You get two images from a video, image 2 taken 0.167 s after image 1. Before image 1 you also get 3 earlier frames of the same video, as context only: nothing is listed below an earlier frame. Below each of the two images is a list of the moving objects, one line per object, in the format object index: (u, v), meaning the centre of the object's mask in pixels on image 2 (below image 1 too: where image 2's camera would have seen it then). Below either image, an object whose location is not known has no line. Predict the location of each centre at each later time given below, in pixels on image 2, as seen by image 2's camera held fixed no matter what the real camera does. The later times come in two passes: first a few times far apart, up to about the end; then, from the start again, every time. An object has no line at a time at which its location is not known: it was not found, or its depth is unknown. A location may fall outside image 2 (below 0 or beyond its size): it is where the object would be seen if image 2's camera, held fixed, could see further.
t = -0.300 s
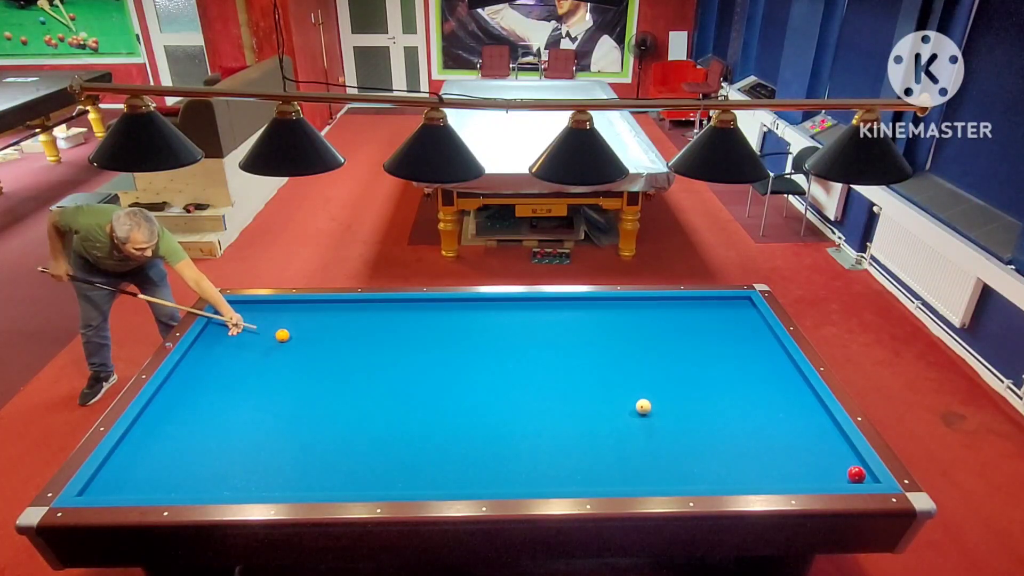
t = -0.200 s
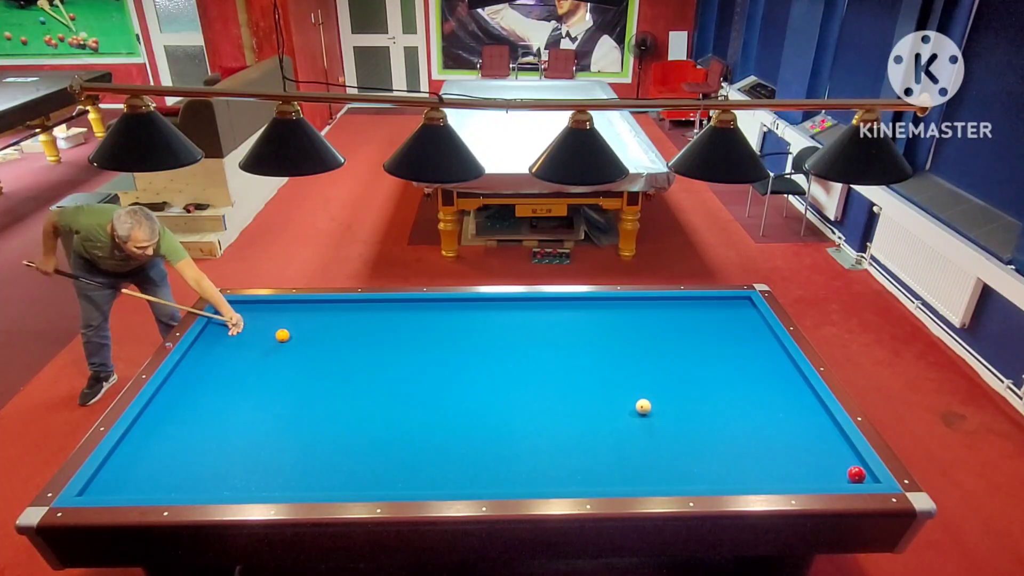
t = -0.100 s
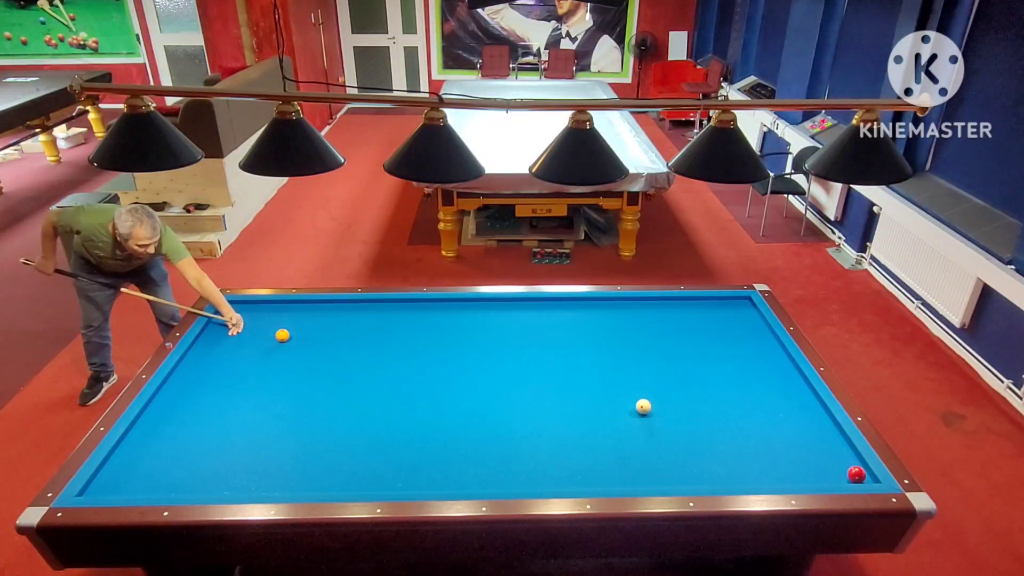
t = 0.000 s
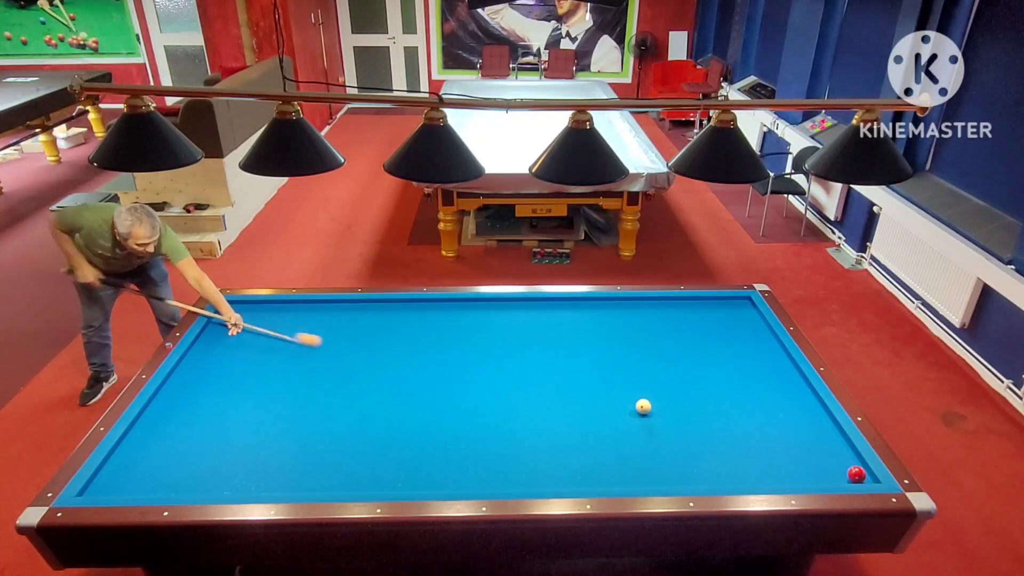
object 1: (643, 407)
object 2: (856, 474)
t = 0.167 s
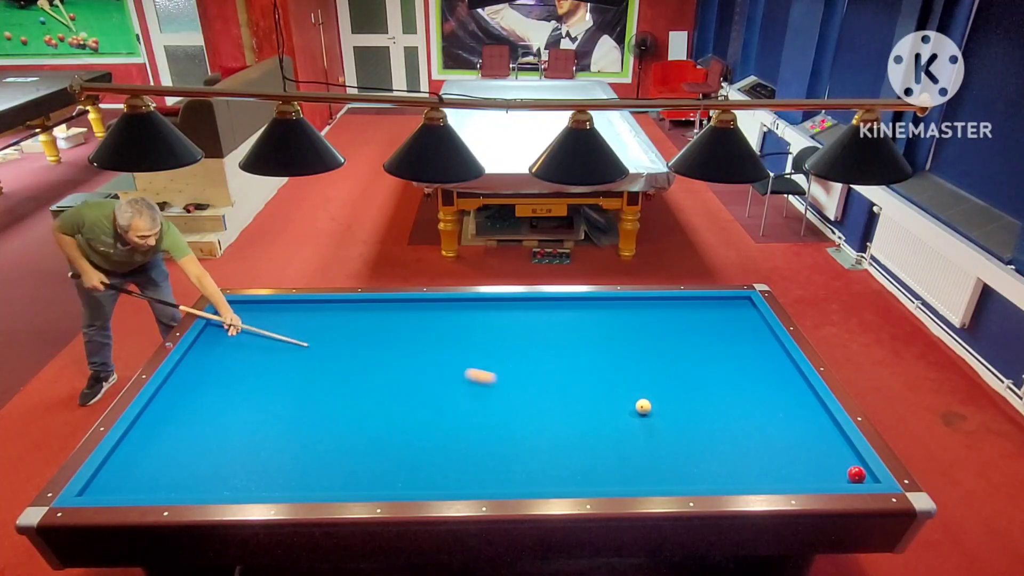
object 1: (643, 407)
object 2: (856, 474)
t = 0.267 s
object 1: (643, 407)
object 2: (856, 474)
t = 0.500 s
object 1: (802, 384)
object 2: (856, 474)
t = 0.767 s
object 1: (643, 373)
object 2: (856, 474)
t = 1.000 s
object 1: (532, 364)
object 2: (856, 474)
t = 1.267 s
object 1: (416, 355)
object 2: (856, 474)
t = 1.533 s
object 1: (305, 347)
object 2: (856, 474)
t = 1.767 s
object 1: (212, 340)
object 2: (856, 474)
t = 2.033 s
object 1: (270, 337)
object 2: (856, 474)
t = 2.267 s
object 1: (324, 334)
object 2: (856, 474)
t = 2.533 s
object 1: (383, 331)
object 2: (856, 474)
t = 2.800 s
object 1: (440, 329)
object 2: (856, 474)
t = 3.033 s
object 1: (489, 328)
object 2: (856, 474)
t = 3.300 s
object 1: (544, 326)
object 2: (856, 474)
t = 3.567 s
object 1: (597, 324)
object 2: (860, 474)
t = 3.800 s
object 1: (643, 322)
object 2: (859, 466)
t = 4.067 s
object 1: (693, 320)
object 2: (854, 459)
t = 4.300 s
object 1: (736, 318)
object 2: (849, 454)
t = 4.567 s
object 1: (742, 317)
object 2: (844, 449)
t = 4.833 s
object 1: (714, 317)
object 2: (839, 444)
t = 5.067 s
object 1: (691, 317)
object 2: (836, 440)
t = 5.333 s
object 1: (665, 317)
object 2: (832, 437)
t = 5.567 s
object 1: (642, 317)
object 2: (830, 434)
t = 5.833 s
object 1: (616, 317)
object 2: (827, 432)
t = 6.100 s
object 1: (592, 316)
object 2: (826, 429)
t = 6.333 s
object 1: (570, 316)
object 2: (824, 428)
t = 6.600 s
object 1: (547, 316)
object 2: (823, 426)
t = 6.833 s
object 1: (527, 316)
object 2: (823, 425)
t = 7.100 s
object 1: (504, 316)
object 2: (822, 425)
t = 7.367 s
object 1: (481, 313)
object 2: (822, 425)
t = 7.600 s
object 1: (463, 316)
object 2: (822, 425)
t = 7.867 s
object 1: (442, 316)
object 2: (823, 425)
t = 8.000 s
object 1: (432, 316)
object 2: (822, 425)
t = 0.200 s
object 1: (643, 407)
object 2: (856, 474)
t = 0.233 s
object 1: (643, 407)
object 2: (856, 474)
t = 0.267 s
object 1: (643, 407)
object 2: (856, 474)
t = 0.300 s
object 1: (648, 405)
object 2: (856, 474)
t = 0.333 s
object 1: (676, 401)
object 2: (856, 474)
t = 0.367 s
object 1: (705, 398)
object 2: (856, 474)
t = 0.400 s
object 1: (733, 394)
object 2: (856, 474)
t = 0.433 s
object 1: (760, 390)
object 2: (856, 474)
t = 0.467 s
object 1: (787, 386)
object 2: (856, 474)
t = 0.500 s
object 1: (802, 384)
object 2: (856, 474)
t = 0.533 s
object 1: (780, 382)
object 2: (856, 474)
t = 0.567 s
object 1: (759, 381)
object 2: (856, 474)
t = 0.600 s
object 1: (738, 379)
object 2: (856, 474)
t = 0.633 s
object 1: (718, 377)
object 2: (856, 474)
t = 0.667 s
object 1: (698, 376)
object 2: (856, 474)
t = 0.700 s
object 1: (679, 375)
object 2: (856, 474)
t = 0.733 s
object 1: (661, 374)
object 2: (856, 474)
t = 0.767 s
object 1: (643, 373)
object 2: (856, 474)
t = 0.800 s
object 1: (626, 371)
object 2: (856, 474)
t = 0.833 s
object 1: (609, 370)
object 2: (856, 474)
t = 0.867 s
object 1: (593, 368)
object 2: (856, 474)
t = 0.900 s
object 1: (578, 367)
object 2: (856, 474)
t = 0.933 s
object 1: (563, 366)
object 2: (856, 474)
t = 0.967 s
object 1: (548, 365)
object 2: (856, 474)
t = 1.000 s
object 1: (532, 364)
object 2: (856, 474)
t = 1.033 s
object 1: (518, 363)
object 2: (856, 474)
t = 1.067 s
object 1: (503, 362)
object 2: (856, 474)
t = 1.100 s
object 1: (488, 360)
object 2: (856, 474)
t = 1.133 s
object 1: (474, 359)
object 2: (856, 474)
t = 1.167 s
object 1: (459, 358)
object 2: (856, 474)
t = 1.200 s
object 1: (445, 357)
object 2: (856, 474)
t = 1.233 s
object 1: (430, 356)
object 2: (856, 474)
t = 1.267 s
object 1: (416, 355)
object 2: (856, 474)
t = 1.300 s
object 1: (402, 354)
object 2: (856, 474)
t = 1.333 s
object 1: (388, 353)
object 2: (856, 474)
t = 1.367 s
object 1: (374, 352)
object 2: (856, 474)
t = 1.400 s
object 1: (359, 351)
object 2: (856, 474)
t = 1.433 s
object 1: (346, 350)
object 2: (856, 474)
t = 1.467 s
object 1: (332, 349)
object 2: (856, 474)
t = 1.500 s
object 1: (318, 348)
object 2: (856, 474)
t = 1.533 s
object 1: (305, 347)
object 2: (856, 474)
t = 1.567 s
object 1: (291, 345)
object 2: (856, 474)
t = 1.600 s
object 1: (278, 344)
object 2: (856, 474)
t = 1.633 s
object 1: (265, 343)
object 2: (856, 474)
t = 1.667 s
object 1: (252, 342)
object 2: (856, 474)
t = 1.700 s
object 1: (238, 341)
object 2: (856, 474)
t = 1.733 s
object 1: (225, 340)
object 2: (856, 474)
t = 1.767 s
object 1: (212, 340)
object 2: (856, 474)
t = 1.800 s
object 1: (201, 338)
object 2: (856, 474)
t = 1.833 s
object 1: (210, 338)
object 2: (856, 474)
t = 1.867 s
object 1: (221, 338)
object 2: (856, 474)
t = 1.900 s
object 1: (232, 338)
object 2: (856, 474)
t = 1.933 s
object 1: (242, 337)
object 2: (856, 474)
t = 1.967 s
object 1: (252, 337)
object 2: (856, 474)
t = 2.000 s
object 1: (261, 337)
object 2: (856, 474)
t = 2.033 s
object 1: (270, 337)
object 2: (856, 474)
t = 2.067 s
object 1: (278, 336)
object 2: (856, 474)
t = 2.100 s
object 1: (286, 336)
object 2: (856, 474)
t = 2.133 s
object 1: (293, 336)
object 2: (856, 474)
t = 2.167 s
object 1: (301, 335)
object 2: (856, 474)
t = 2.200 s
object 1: (309, 335)
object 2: (856, 474)
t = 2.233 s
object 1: (316, 334)
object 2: (856, 474)
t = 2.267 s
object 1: (324, 334)
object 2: (856, 474)
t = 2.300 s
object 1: (331, 334)
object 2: (856, 474)
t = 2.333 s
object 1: (339, 333)
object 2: (856, 474)
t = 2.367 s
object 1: (346, 333)
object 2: (856, 474)
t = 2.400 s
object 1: (353, 333)
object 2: (856, 474)
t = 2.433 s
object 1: (361, 332)
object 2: (856, 474)
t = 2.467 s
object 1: (368, 332)
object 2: (856, 474)
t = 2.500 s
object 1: (375, 332)
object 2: (856, 474)
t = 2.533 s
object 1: (383, 331)
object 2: (856, 474)
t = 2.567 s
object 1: (390, 331)
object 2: (856, 474)
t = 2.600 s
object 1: (397, 331)
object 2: (856, 474)
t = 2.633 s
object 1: (405, 331)
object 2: (856, 474)
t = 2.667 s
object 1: (412, 331)
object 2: (856, 474)
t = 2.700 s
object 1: (419, 330)
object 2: (856, 474)
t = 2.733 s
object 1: (426, 330)
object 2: (856, 474)
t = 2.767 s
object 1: (433, 330)
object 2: (856, 474)
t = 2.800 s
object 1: (440, 329)
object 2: (856, 474)
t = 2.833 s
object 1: (447, 329)
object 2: (856, 474)
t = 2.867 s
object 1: (454, 329)
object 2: (856, 474)
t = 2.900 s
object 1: (461, 329)
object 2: (856, 474)
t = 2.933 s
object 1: (468, 328)
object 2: (856, 474)
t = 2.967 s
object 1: (475, 328)
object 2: (856, 474)
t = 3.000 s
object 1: (482, 328)
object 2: (856, 474)
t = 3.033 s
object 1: (489, 328)
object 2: (856, 474)
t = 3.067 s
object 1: (496, 327)
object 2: (856, 474)
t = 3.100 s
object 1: (503, 327)
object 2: (856, 474)
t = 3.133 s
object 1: (510, 327)
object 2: (856, 474)
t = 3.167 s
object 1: (517, 327)
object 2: (856, 474)
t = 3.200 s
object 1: (524, 326)
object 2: (856, 474)
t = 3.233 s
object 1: (531, 326)
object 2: (856, 474)
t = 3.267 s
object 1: (537, 326)
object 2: (856, 474)
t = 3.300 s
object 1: (544, 326)
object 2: (856, 474)
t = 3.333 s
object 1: (551, 325)
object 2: (857, 475)
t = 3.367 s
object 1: (557, 325)
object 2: (859, 476)
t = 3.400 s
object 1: (564, 325)
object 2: (861, 477)
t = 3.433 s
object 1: (571, 325)
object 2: (861, 476)
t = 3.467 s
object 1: (577, 324)
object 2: (861, 476)
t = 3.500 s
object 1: (584, 324)
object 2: (861, 475)
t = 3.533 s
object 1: (591, 324)
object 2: (861, 474)
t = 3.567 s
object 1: (597, 324)
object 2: (860, 474)
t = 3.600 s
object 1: (604, 323)
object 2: (860, 473)
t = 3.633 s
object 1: (610, 323)
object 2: (860, 472)
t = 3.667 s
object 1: (617, 323)
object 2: (860, 471)
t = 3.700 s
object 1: (623, 323)
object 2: (860, 469)
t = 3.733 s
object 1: (630, 322)
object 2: (859, 468)
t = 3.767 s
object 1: (636, 322)
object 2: (859, 467)
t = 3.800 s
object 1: (643, 322)
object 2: (859, 466)
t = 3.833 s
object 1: (649, 322)
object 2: (859, 464)
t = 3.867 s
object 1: (656, 321)
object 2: (859, 464)
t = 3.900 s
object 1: (662, 321)
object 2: (858, 463)
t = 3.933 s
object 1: (668, 321)
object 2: (857, 462)
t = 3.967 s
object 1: (674, 321)
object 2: (856, 461)
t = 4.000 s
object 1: (681, 321)
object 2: (855, 461)
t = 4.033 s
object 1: (687, 320)
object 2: (855, 460)
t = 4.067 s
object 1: (693, 320)
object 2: (854, 459)
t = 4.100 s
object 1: (699, 320)
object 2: (853, 459)
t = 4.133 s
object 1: (706, 319)
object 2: (852, 458)
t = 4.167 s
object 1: (712, 319)
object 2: (852, 457)
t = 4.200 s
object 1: (718, 319)
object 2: (851, 456)
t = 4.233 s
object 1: (724, 319)
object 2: (850, 455)
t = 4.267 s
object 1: (730, 319)
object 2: (849, 455)
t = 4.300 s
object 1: (736, 318)
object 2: (849, 454)
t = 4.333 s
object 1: (742, 318)
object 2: (848, 453)
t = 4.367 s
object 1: (748, 318)
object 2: (847, 452)
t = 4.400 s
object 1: (754, 318)
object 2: (847, 452)
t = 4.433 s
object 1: (759, 318)
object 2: (846, 451)
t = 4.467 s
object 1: (755, 317)
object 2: (845, 451)
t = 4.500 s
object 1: (750, 317)
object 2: (845, 450)
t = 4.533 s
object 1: (746, 317)
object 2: (844, 450)
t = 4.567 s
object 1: (742, 317)
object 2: (844, 449)
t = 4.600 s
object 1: (739, 317)
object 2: (843, 448)
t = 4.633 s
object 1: (735, 317)
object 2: (842, 448)
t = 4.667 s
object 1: (732, 317)
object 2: (842, 447)
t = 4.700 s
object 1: (728, 317)
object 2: (841, 447)
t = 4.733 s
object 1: (725, 317)
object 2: (841, 446)
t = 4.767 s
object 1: (722, 317)
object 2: (840, 445)
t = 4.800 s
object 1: (718, 317)
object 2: (840, 445)
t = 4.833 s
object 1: (714, 317)
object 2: (839, 444)
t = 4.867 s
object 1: (711, 317)
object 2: (839, 444)
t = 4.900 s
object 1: (708, 317)
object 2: (838, 443)
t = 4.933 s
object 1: (704, 317)
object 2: (838, 443)
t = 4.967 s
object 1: (701, 317)
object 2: (837, 442)
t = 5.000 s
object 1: (698, 317)
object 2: (837, 442)
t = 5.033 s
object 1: (694, 317)
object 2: (836, 441)
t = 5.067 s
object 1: (691, 317)
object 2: (836, 440)
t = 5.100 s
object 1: (687, 317)
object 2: (835, 440)
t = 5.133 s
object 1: (684, 317)
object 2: (835, 440)
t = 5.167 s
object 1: (681, 317)
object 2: (834, 439)
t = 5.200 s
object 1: (678, 317)
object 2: (834, 439)
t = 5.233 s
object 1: (674, 317)
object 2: (833, 438)
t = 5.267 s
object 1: (671, 317)
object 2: (833, 438)
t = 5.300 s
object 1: (668, 317)
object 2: (833, 437)
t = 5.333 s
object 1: (665, 317)
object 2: (832, 437)
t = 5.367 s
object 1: (661, 317)
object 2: (832, 436)
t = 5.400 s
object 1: (658, 317)
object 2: (831, 436)
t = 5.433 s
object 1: (655, 317)
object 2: (831, 435)
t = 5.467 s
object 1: (652, 317)
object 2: (831, 435)
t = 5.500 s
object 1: (648, 317)
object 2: (830, 435)
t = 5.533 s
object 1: (645, 317)
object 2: (830, 434)
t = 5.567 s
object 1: (642, 317)
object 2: (830, 434)
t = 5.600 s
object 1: (639, 317)
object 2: (829, 434)
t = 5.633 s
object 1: (635, 317)
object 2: (829, 433)
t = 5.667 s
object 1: (632, 317)
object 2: (829, 433)
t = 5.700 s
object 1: (629, 317)
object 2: (828, 433)
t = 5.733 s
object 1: (626, 317)
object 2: (828, 432)
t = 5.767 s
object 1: (623, 317)
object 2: (828, 432)
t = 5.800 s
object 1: (620, 317)
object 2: (827, 432)
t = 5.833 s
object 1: (616, 317)
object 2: (827, 432)
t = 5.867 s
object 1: (613, 317)
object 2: (827, 431)
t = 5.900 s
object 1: (610, 317)
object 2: (827, 431)
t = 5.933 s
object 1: (607, 317)
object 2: (827, 430)
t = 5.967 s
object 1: (604, 317)
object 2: (826, 430)
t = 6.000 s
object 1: (601, 317)
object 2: (826, 430)
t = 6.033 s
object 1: (598, 316)
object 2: (826, 430)
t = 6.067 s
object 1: (595, 316)
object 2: (826, 429)
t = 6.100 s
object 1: (592, 316)
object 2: (826, 429)
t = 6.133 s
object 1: (589, 316)
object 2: (825, 429)
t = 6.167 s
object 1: (585, 316)
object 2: (825, 429)
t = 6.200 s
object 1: (583, 316)
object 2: (825, 428)
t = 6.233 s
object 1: (579, 316)
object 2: (825, 428)
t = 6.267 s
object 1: (577, 316)
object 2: (825, 428)
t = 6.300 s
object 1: (573, 316)
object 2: (824, 428)
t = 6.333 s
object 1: (570, 316)
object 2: (824, 428)
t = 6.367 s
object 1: (568, 316)
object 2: (824, 427)
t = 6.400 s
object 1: (565, 316)
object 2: (824, 427)
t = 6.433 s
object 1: (561, 316)
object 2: (824, 427)
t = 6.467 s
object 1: (559, 316)
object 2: (824, 427)
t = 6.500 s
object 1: (556, 316)
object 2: (824, 427)
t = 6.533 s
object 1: (553, 316)
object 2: (824, 426)
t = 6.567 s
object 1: (550, 316)
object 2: (824, 426)
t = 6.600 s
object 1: (547, 316)
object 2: (823, 426)
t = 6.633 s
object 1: (544, 316)
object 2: (823, 426)
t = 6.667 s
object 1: (541, 316)
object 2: (823, 426)
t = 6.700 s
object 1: (538, 316)
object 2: (823, 426)
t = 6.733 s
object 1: (535, 316)
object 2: (823, 426)
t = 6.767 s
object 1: (532, 316)
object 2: (823, 426)
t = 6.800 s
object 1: (529, 316)
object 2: (823, 426)
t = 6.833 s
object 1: (527, 316)
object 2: (823, 425)
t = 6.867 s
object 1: (524, 316)
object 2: (823, 425)
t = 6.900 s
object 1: (521, 316)
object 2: (823, 425)
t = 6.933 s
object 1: (518, 316)
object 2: (823, 425)
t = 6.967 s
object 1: (515, 316)
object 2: (823, 425)
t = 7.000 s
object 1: (512, 316)
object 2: (823, 425)
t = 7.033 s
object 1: (510, 316)
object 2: (822, 425)
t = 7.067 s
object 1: (507, 316)
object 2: (822, 425)
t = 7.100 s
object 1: (504, 316)
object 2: (822, 425)
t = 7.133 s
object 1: (501, 316)
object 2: (822, 425)
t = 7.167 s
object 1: (499, 316)
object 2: (822, 425)
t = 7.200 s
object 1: (496, 316)
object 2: (822, 425)
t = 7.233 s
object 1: (493, 316)
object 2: (822, 425)
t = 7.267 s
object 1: (490, 316)
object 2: (822, 425)
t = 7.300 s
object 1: (488, 316)
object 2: (822, 425)
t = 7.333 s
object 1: (485, 316)
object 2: (822, 425)
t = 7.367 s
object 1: (481, 313)
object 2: (822, 425)
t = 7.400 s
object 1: (479, 316)
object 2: (822, 425)
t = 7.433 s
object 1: (476, 316)
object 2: (823, 425)
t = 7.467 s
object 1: (474, 316)
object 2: (822, 425)
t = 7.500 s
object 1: (471, 316)
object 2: (822, 425)
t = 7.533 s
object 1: (469, 316)
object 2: (822, 425)
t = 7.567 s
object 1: (466, 316)
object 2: (822, 425)
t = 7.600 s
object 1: (463, 316)
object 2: (822, 425)
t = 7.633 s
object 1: (460, 316)
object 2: (822, 425)
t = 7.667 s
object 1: (458, 316)
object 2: (823, 425)
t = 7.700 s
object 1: (455, 316)
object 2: (823, 425)
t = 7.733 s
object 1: (453, 316)
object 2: (822, 425)
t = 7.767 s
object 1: (450, 316)
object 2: (822, 425)
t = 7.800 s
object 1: (448, 316)
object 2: (823, 425)
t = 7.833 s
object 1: (445, 316)
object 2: (822, 425)
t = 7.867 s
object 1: (442, 316)
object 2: (823, 425)
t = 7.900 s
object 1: (440, 316)
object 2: (822, 425)
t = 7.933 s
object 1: (437, 316)
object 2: (822, 425)
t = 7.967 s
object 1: (435, 316)
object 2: (822, 425)
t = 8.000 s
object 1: (432, 316)
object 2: (822, 425)
